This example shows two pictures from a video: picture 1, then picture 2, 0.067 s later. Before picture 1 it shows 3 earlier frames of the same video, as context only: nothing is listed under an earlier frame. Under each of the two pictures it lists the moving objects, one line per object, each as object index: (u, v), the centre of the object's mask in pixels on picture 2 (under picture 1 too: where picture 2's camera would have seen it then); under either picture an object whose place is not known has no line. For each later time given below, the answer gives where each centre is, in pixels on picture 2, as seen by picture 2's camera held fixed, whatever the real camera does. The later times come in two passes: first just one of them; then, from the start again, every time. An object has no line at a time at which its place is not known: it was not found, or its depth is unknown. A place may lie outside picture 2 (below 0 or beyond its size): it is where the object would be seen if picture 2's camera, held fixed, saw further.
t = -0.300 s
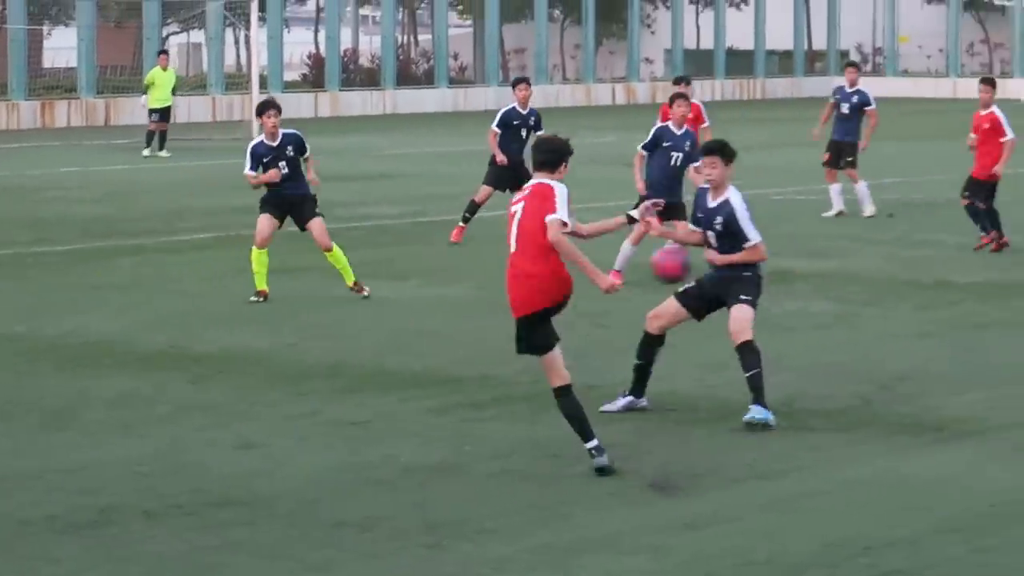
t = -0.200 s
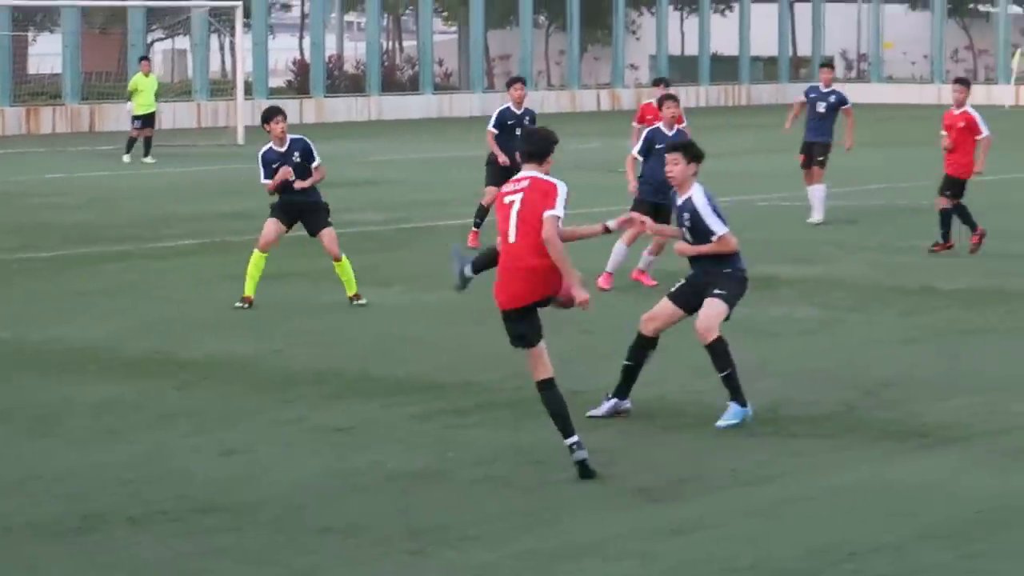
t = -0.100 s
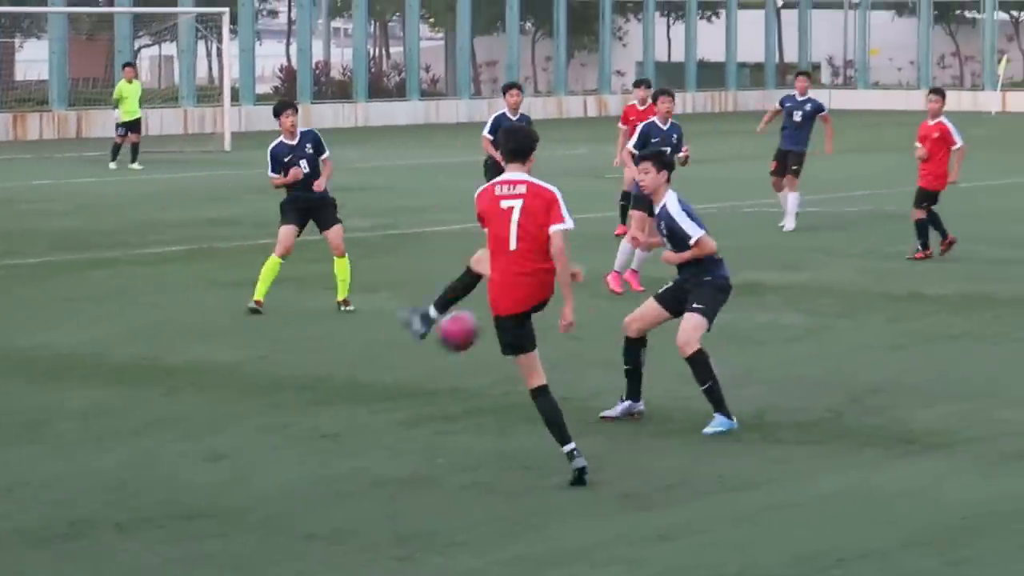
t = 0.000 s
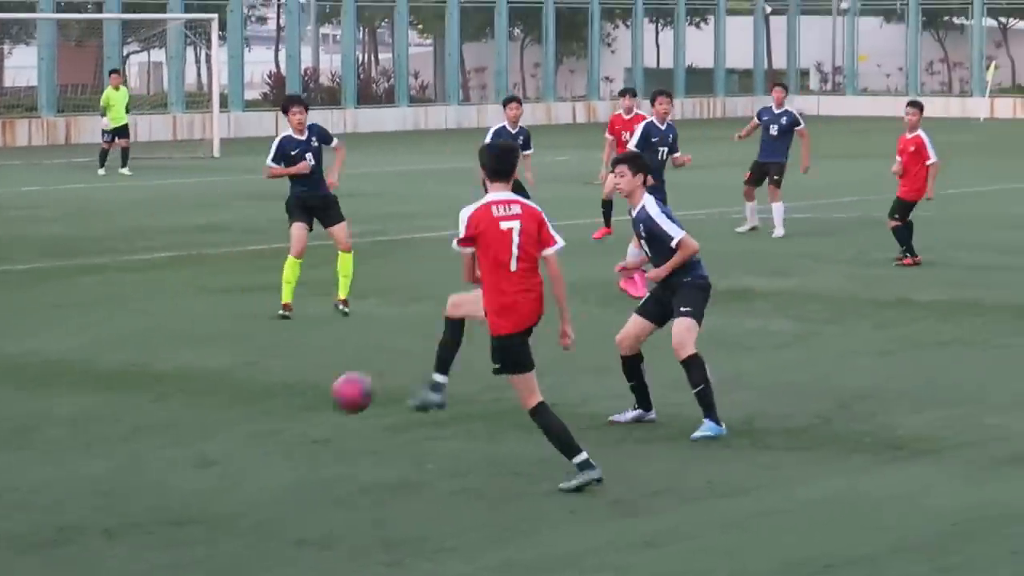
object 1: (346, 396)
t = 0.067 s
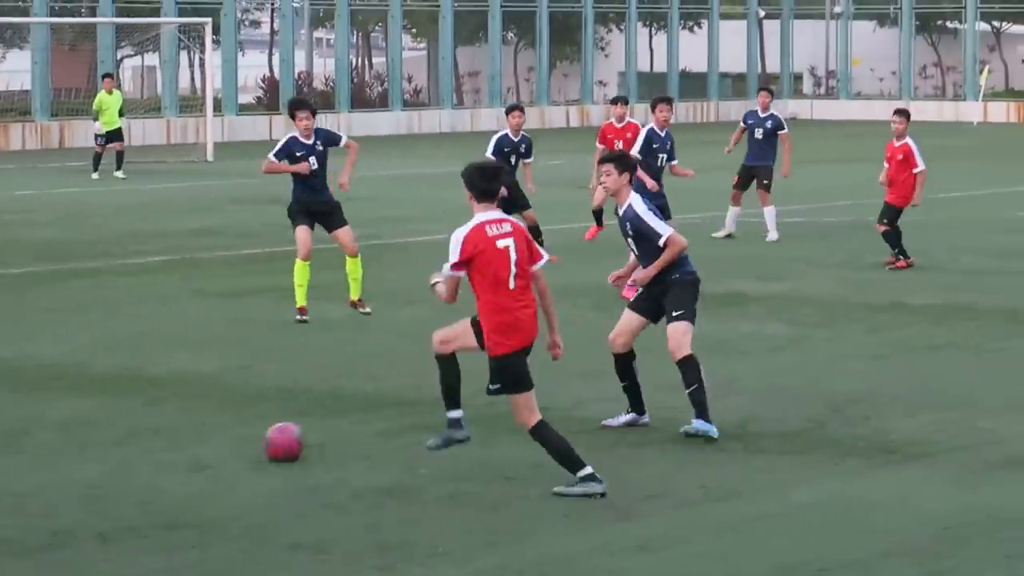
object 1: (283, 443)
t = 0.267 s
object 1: (192, 373)
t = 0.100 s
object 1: (268, 427)
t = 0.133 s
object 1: (252, 412)
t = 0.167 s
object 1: (237, 399)
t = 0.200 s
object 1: (222, 389)
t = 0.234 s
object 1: (207, 380)
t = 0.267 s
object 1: (192, 373)
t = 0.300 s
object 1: (177, 368)
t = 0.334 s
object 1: (162, 365)
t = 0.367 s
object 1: (147, 363)
